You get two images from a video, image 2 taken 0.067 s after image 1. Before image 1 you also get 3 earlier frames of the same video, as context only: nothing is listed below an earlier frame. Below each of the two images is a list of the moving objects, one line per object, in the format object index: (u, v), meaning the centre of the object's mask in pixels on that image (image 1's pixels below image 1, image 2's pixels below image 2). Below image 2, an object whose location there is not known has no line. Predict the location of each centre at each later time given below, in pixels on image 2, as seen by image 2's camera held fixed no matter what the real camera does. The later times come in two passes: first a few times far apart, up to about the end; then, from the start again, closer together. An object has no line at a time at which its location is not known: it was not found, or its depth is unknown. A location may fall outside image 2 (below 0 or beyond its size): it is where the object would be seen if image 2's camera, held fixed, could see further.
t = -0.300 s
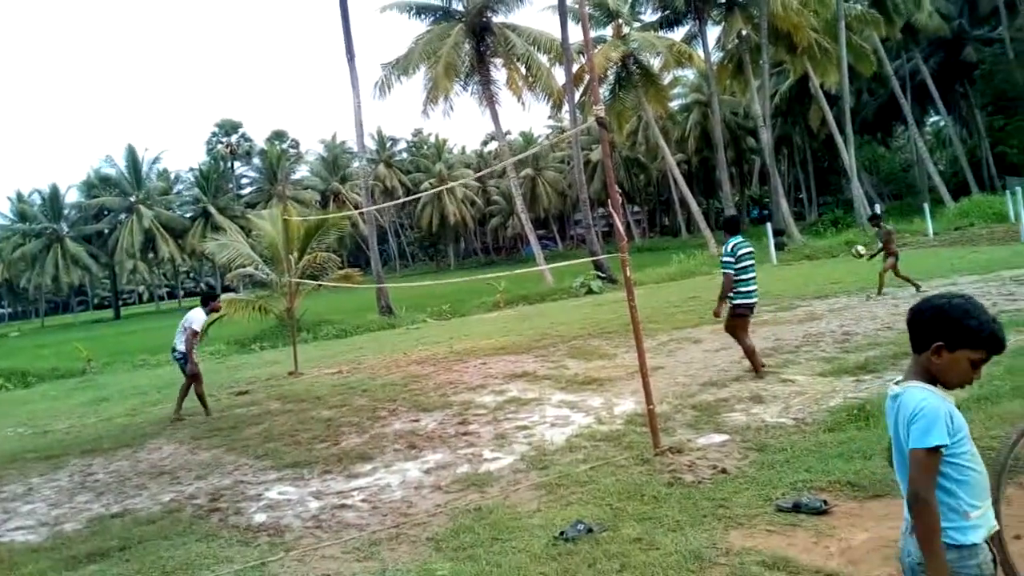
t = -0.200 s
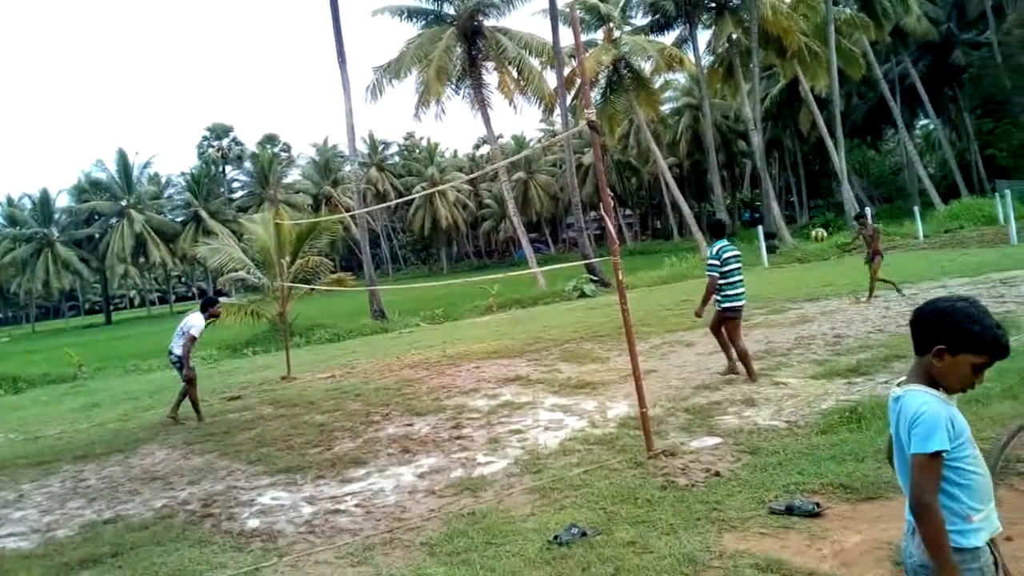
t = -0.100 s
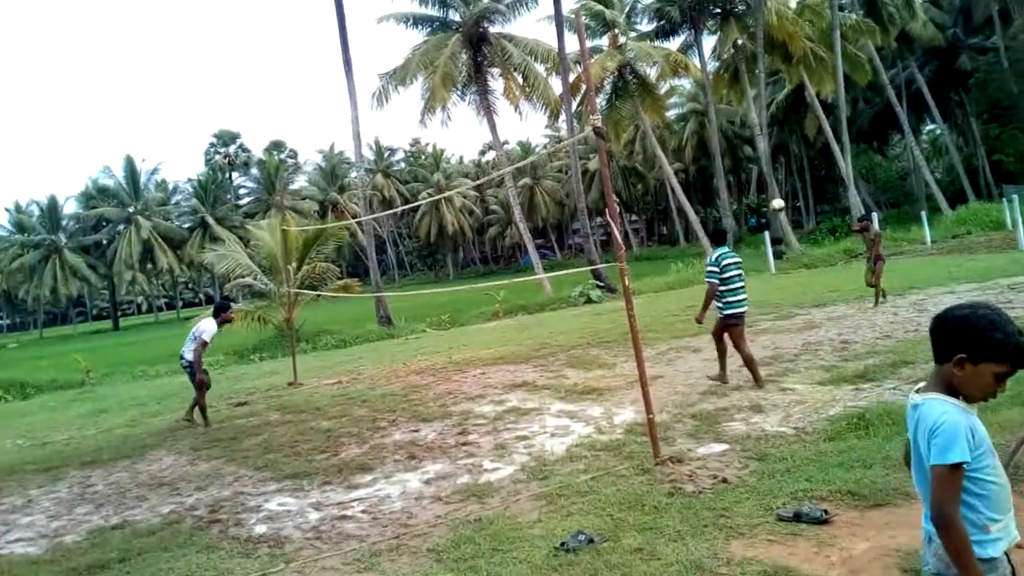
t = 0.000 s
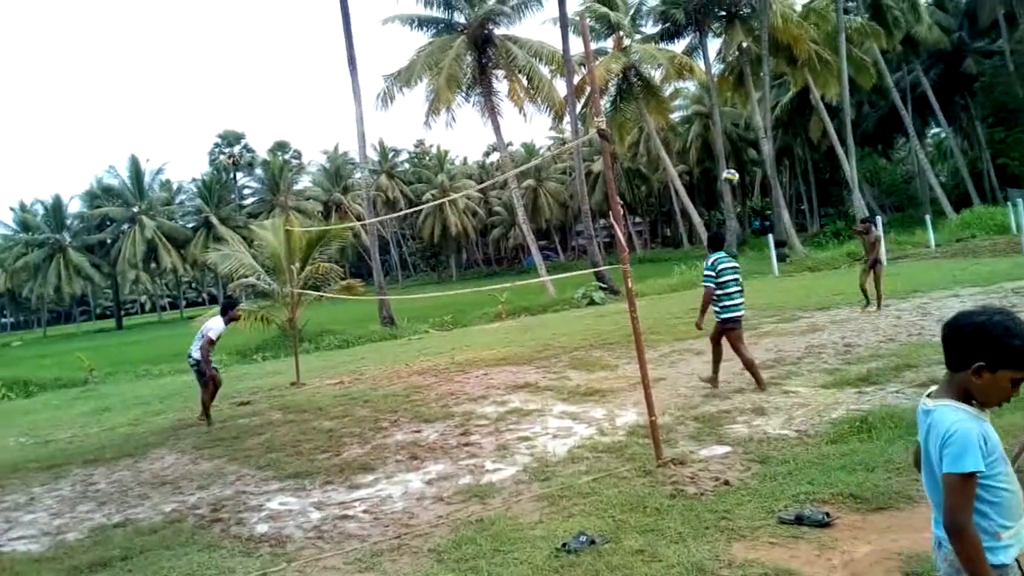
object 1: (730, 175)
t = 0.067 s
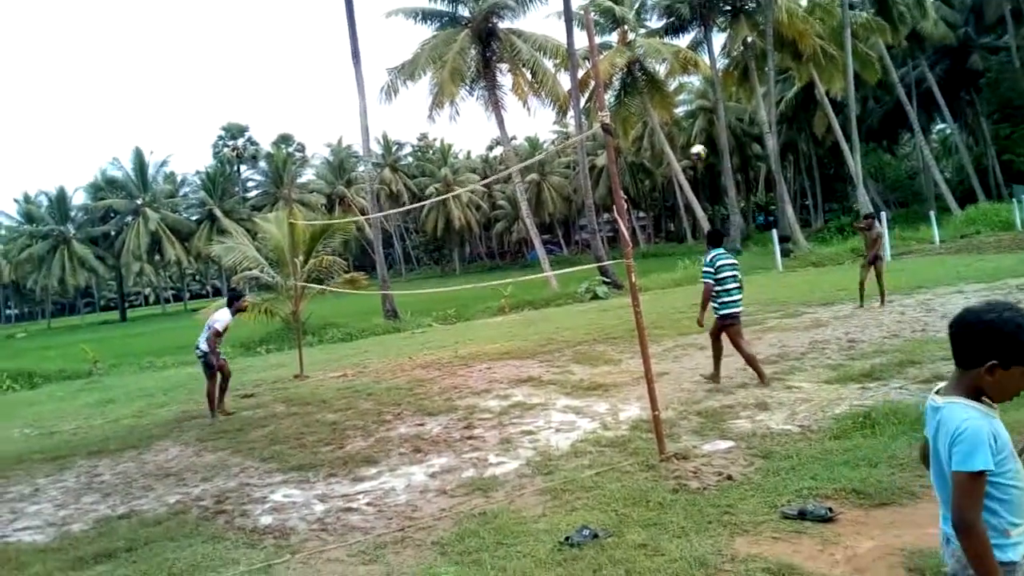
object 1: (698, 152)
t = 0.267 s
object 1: (579, 105)
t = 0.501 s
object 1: (419, 89)
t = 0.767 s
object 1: (180, 130)
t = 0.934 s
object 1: (2, 210)
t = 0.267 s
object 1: (579, 105)
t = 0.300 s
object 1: (560, 100)
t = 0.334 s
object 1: (539, 97)
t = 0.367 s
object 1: (517, 94)
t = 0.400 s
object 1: (492, 88)
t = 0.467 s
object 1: (444, 87)
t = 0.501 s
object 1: (419, 89)
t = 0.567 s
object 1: (364, 91)
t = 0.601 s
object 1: (335, 94)
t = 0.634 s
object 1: (307, 99)
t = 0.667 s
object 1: (277, 107)
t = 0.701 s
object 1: (246, 114)
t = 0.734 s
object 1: (212, 121)
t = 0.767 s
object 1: (180, 130)
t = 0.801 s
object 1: (149, 142)
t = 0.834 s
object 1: (114, 156)
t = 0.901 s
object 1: (46, 190)
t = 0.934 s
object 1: (2, 210)
